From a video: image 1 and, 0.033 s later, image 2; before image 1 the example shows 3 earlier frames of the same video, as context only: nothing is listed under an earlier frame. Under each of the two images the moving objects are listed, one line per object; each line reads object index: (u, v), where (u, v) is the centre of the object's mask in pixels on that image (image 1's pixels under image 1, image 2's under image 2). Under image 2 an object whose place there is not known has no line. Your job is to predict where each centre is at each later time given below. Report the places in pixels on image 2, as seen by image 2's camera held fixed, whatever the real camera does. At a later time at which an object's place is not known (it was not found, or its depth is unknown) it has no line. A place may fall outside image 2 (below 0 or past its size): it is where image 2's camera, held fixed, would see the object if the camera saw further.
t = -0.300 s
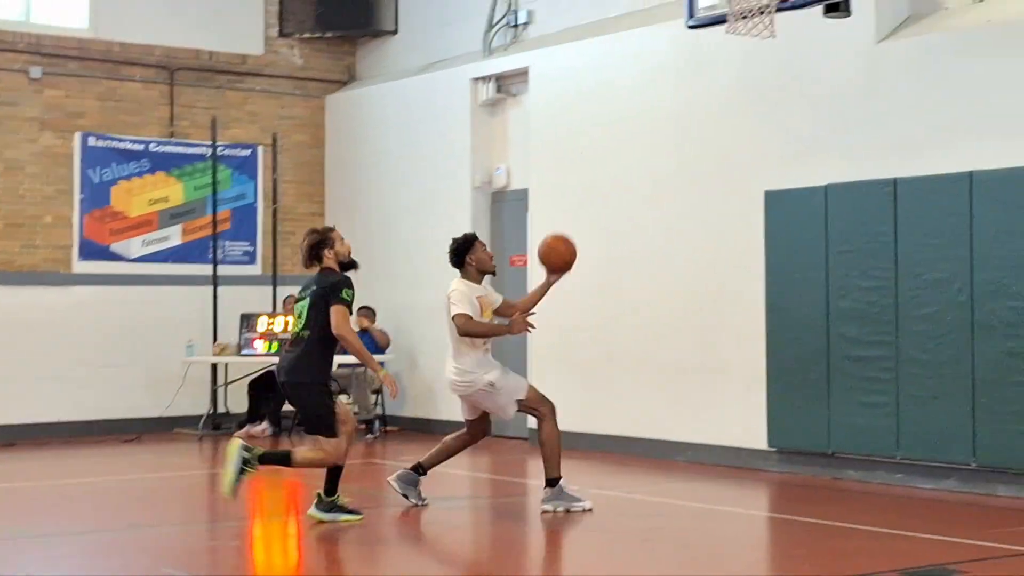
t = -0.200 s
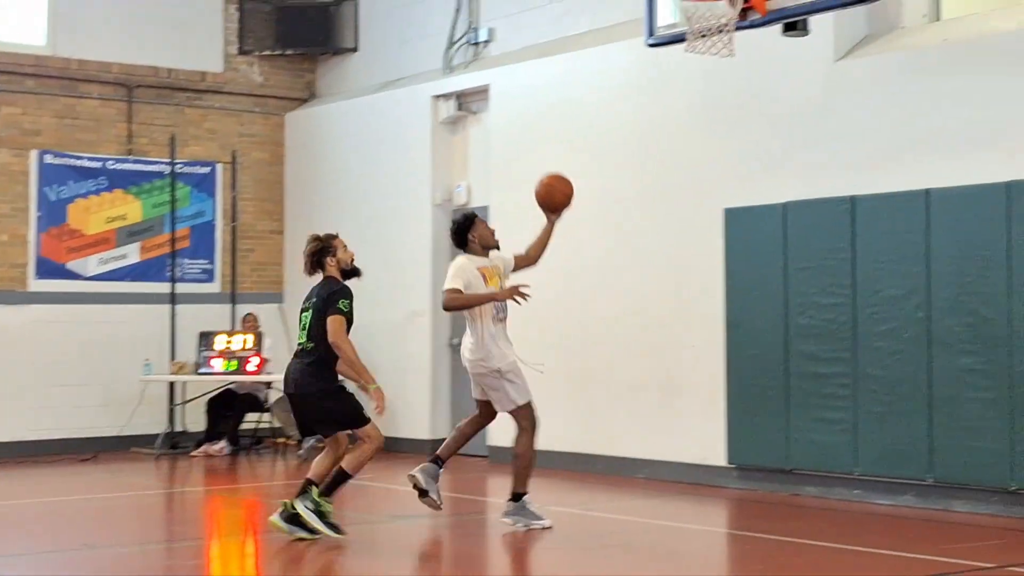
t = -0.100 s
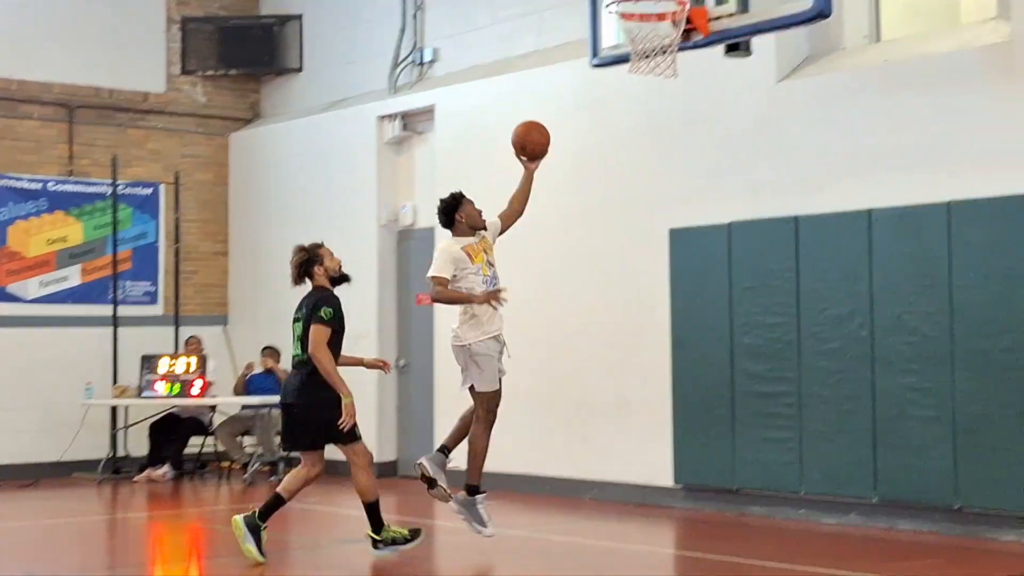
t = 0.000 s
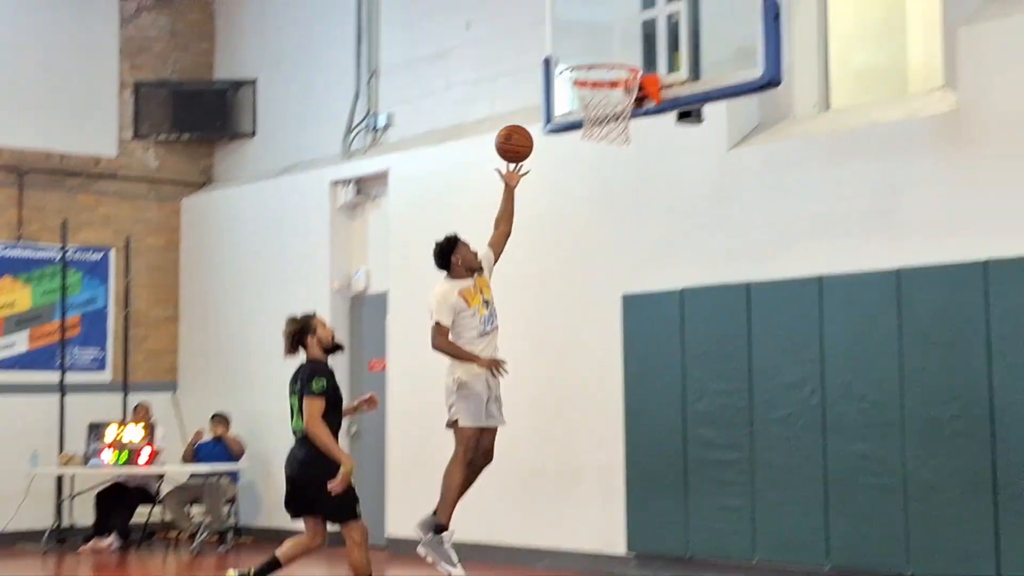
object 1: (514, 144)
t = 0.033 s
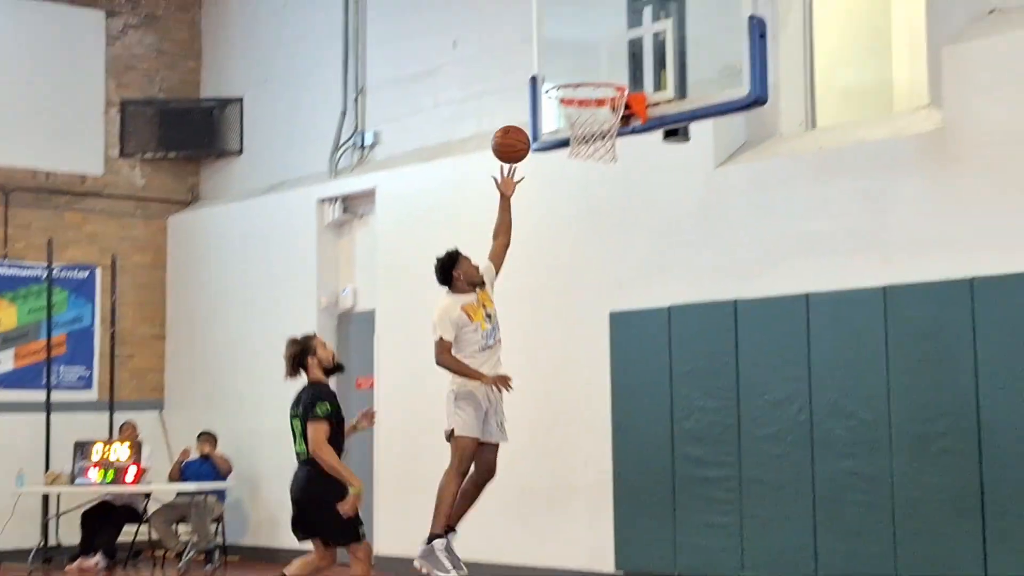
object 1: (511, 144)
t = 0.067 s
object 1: (520, 128)
